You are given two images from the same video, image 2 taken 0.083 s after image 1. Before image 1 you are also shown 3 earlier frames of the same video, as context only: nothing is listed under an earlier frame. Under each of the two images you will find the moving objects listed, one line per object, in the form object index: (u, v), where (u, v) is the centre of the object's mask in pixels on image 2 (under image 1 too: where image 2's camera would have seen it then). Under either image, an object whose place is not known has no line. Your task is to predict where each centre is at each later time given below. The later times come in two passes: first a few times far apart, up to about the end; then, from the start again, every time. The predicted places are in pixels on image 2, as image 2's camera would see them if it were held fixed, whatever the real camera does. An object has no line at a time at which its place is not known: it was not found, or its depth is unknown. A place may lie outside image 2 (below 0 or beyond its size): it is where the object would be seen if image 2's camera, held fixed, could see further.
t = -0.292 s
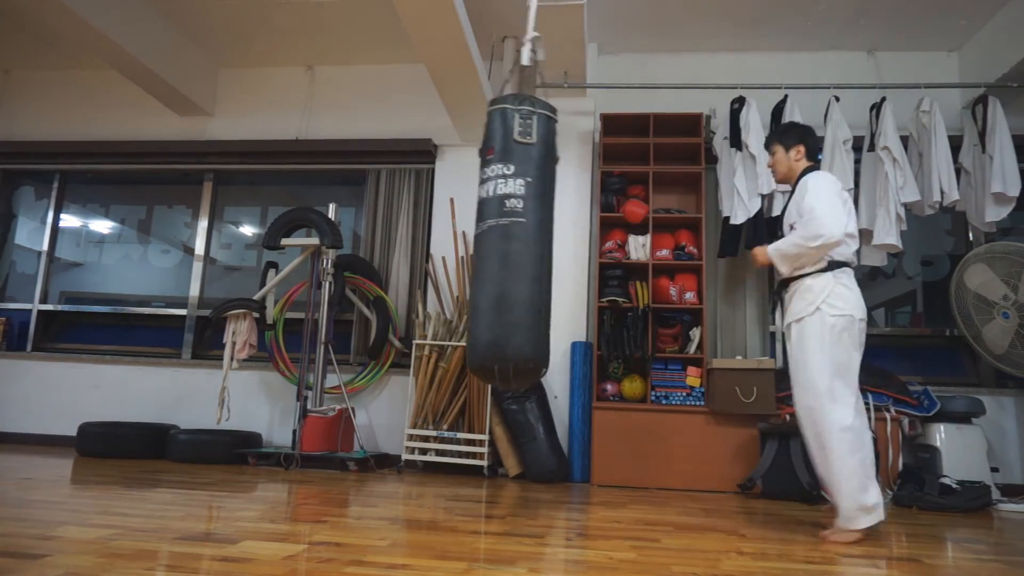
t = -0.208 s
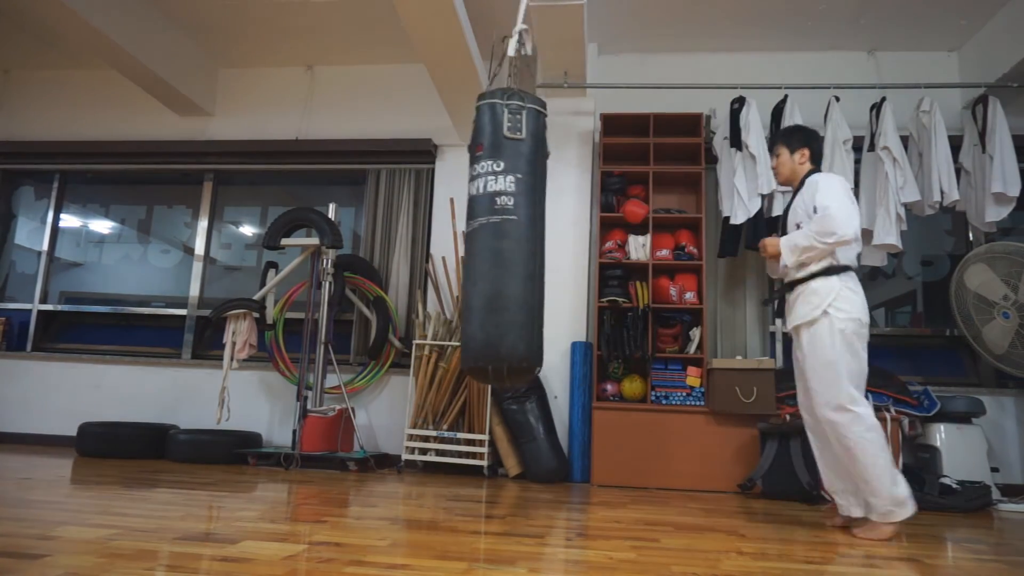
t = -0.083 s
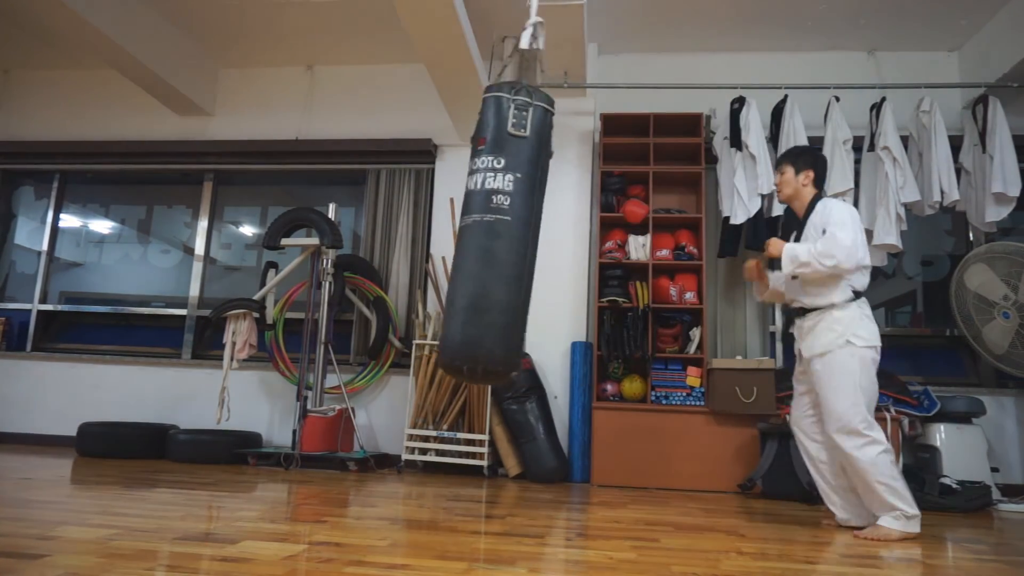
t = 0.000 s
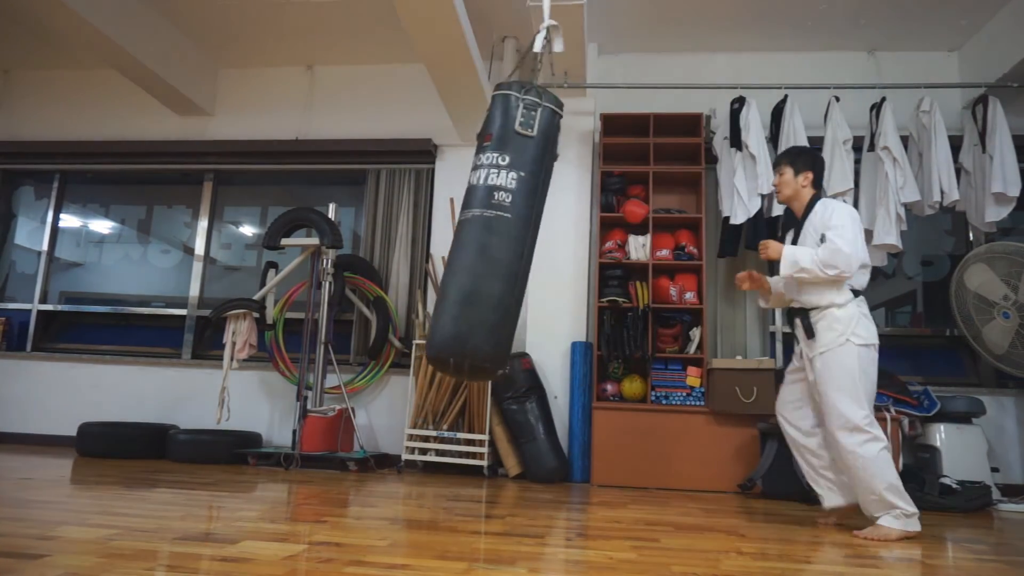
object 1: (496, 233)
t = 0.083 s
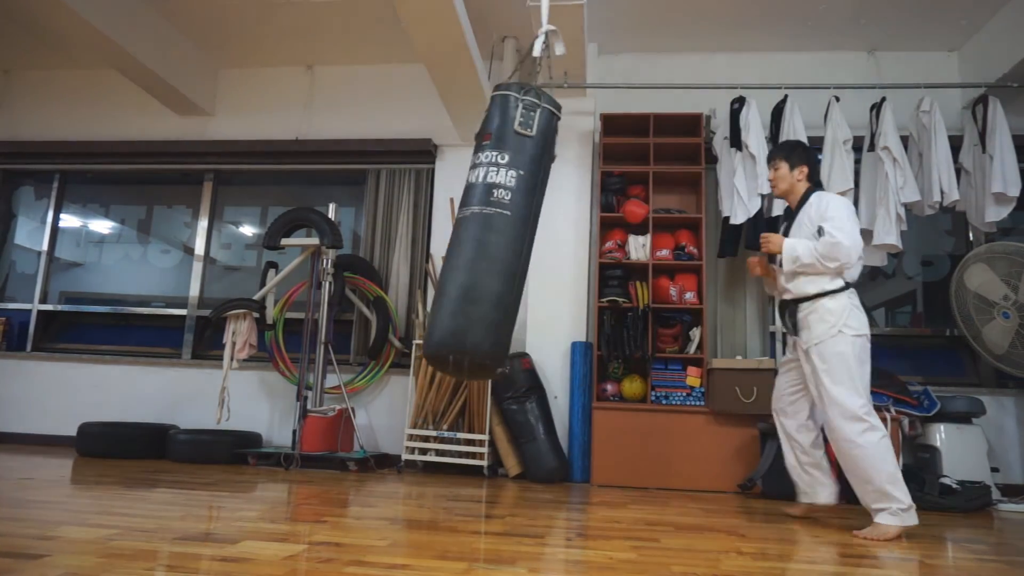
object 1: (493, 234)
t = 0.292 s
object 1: (493, 234)
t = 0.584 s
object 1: (517, 239)
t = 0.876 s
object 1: (546, 243)
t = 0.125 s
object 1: (492, 236)
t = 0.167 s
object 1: (491, 236)
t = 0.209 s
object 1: (491, 236)
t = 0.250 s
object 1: (492, 234)
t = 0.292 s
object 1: (493, 234)
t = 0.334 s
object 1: (495, 234)
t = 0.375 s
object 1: (498, 235)
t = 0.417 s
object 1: (502, 236)
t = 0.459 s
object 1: (505, 237)
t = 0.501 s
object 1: (509, 237)
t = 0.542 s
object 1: (513, 238)
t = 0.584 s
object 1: (517, 239)
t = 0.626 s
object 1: (521, 240)
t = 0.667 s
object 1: (524, 242)
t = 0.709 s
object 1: (528, 241)
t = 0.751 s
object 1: (532, 241)
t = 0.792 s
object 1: (536, 242)
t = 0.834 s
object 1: (541, 242)
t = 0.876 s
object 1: (546, 243)
